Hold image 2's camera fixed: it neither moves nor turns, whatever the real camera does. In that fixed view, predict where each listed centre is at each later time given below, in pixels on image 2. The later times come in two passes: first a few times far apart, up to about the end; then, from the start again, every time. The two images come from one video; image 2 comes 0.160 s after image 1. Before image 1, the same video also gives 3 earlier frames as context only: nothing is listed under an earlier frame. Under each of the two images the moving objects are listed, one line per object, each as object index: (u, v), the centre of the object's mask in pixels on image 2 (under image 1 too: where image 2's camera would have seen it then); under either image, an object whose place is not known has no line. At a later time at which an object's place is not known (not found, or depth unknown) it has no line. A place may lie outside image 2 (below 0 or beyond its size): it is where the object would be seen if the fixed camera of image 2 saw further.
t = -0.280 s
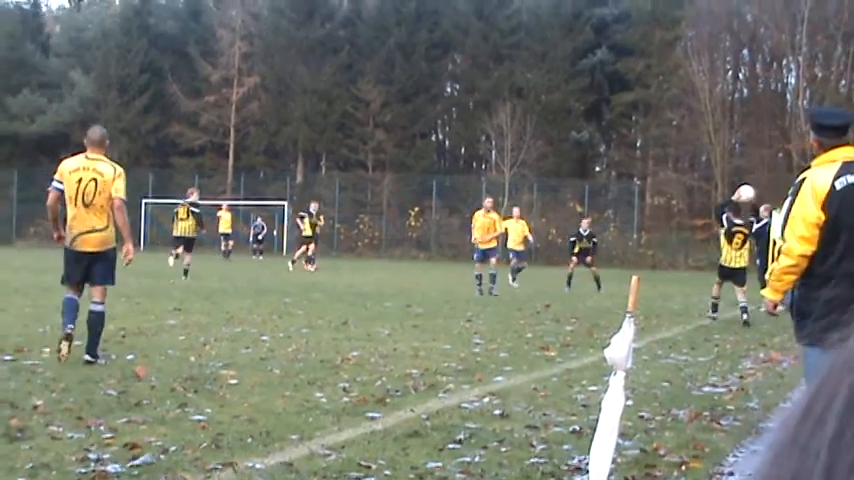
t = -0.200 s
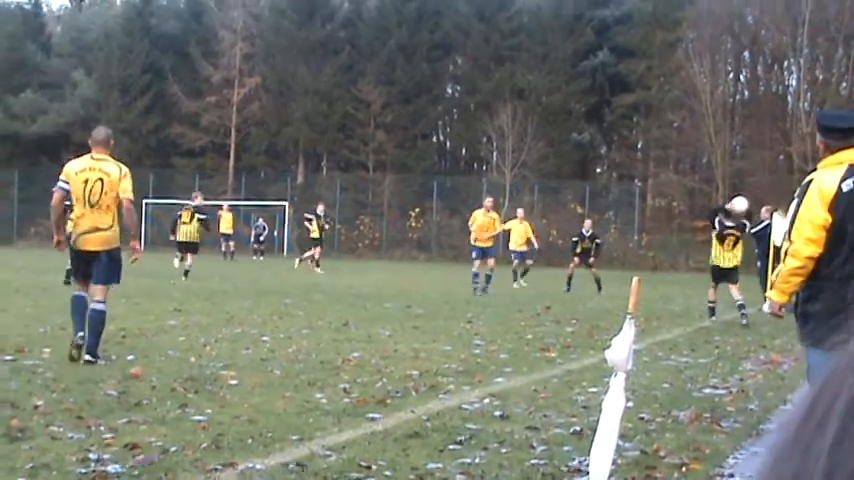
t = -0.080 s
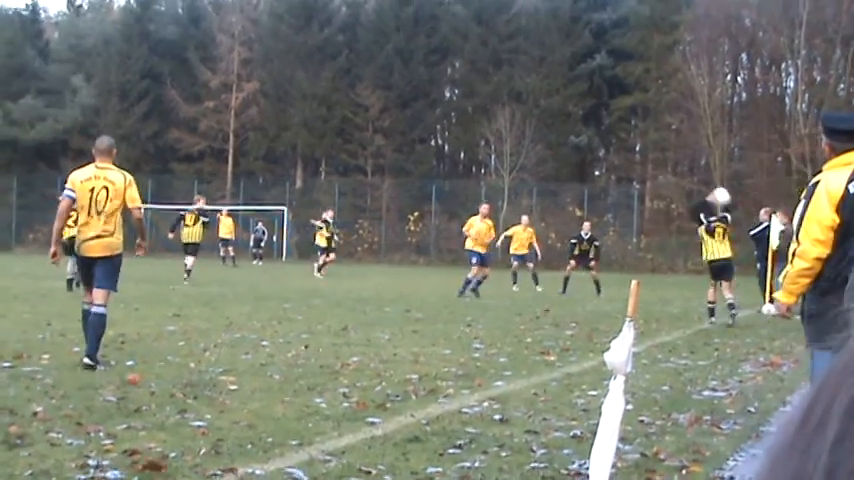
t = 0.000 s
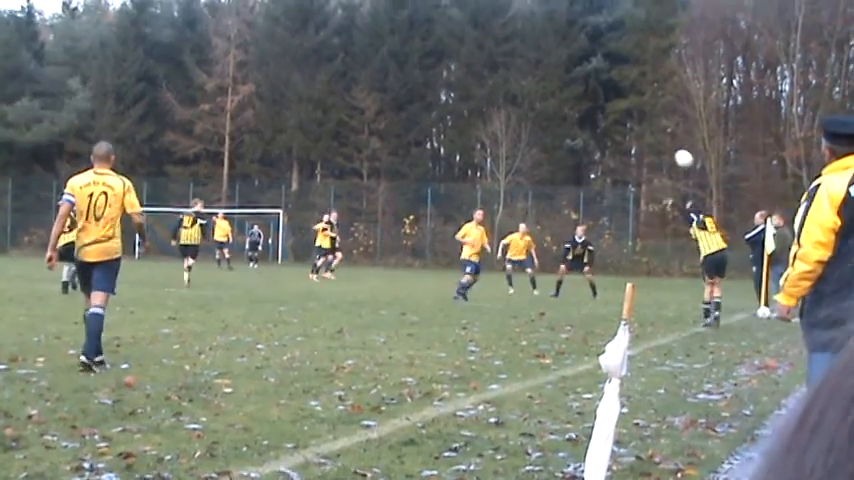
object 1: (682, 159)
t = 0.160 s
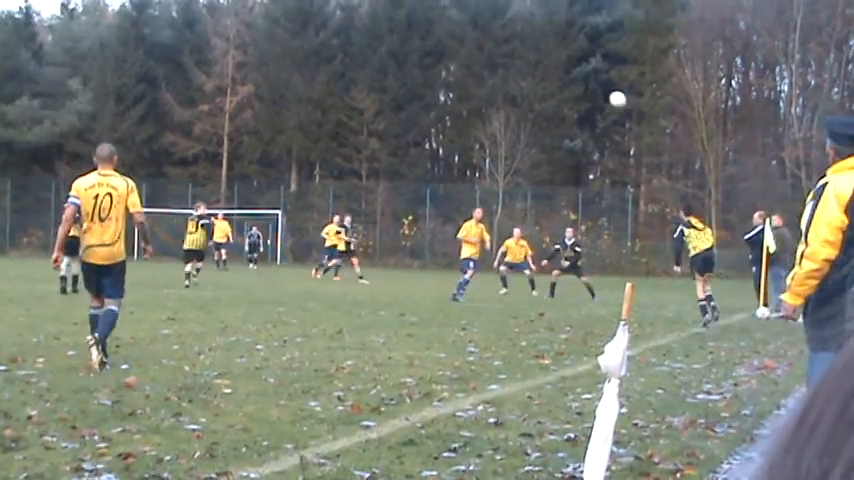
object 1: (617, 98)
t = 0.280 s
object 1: (573, 72)
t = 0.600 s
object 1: (471, 56)
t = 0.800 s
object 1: (416, 78)
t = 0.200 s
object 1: (602, 88)
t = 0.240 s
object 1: (588, 80)
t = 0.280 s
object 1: (573, 72)
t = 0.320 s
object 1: (559, 65)
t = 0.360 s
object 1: (545, 61)
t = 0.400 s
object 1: (532, 57)
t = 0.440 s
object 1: (519, 55)
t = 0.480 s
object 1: (506, 53)
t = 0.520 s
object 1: (494, 53)
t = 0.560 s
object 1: (482, 54)
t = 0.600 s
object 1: (471, 56)
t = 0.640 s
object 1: (459, 58)
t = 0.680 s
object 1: (448, 62)
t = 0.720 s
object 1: (437, 67)
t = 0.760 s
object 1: (426, 72)
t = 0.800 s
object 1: (416, 78)
